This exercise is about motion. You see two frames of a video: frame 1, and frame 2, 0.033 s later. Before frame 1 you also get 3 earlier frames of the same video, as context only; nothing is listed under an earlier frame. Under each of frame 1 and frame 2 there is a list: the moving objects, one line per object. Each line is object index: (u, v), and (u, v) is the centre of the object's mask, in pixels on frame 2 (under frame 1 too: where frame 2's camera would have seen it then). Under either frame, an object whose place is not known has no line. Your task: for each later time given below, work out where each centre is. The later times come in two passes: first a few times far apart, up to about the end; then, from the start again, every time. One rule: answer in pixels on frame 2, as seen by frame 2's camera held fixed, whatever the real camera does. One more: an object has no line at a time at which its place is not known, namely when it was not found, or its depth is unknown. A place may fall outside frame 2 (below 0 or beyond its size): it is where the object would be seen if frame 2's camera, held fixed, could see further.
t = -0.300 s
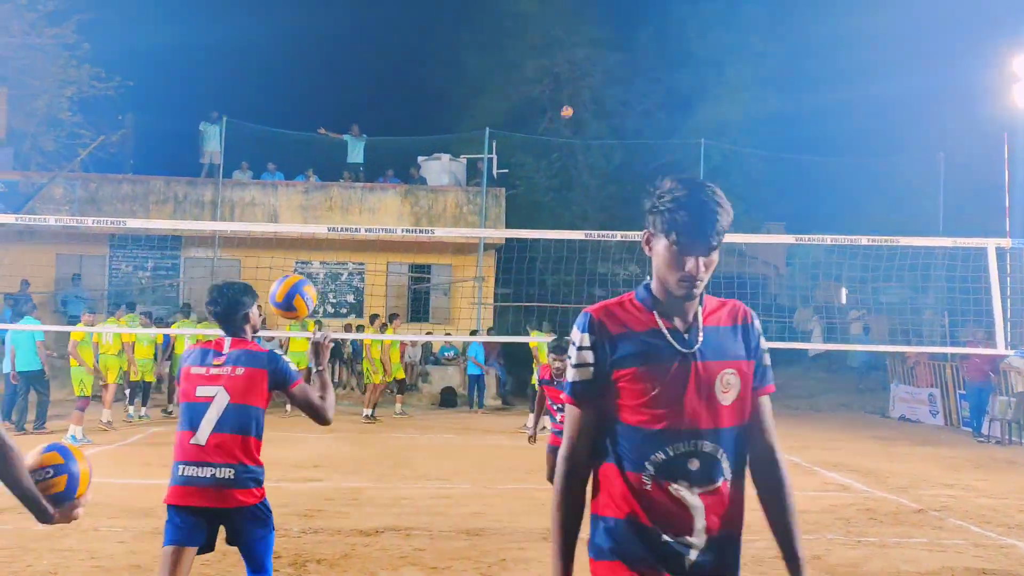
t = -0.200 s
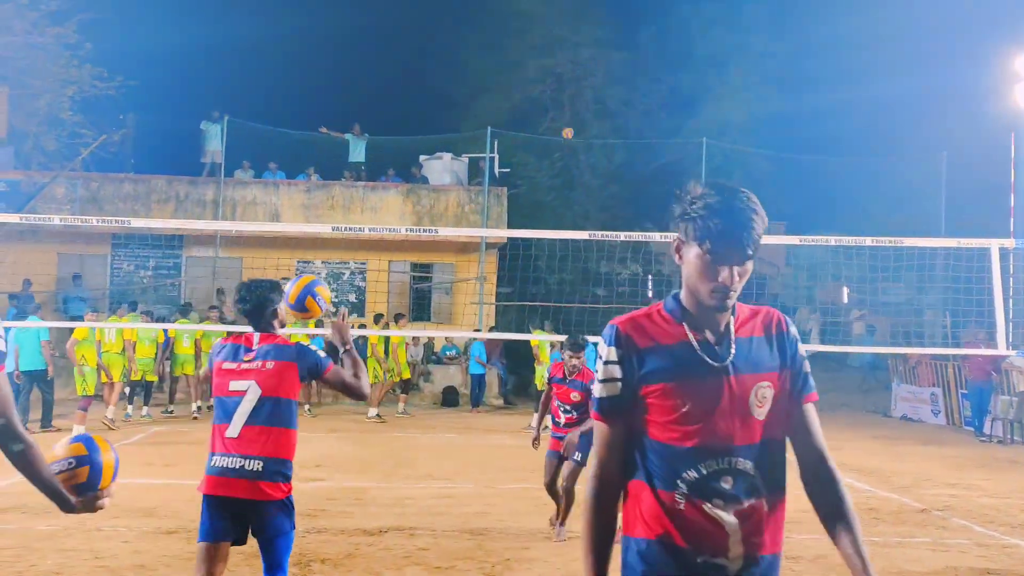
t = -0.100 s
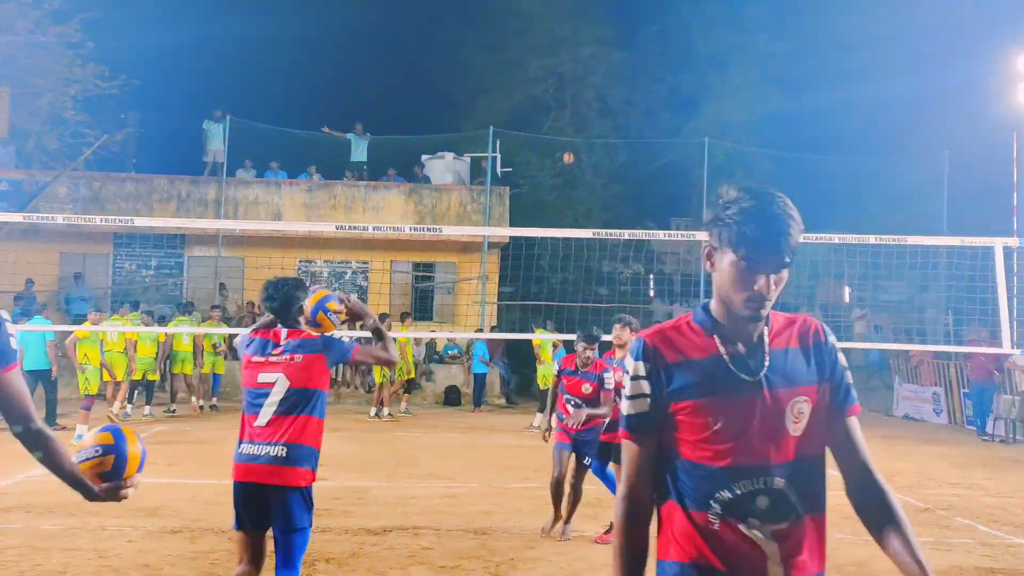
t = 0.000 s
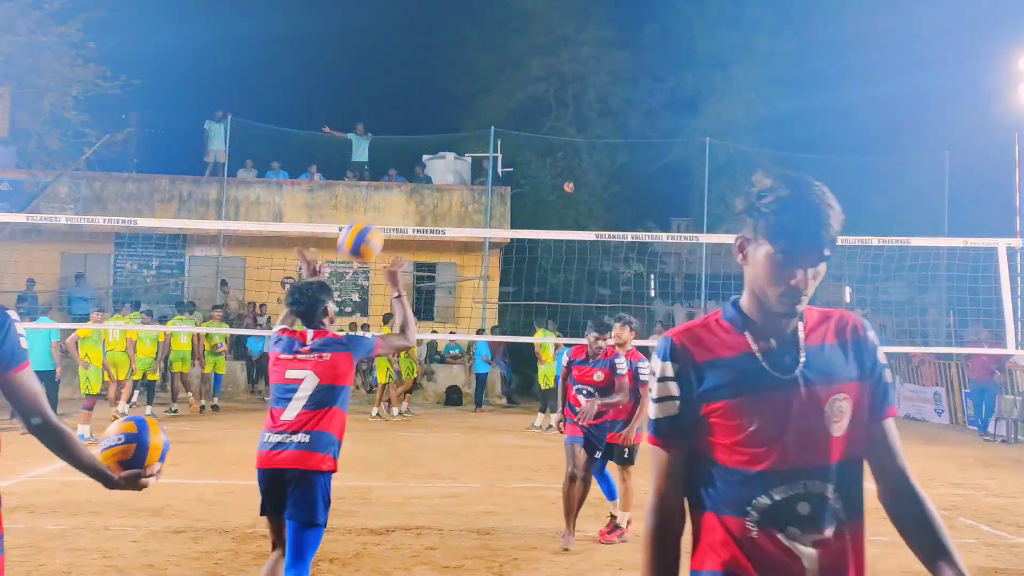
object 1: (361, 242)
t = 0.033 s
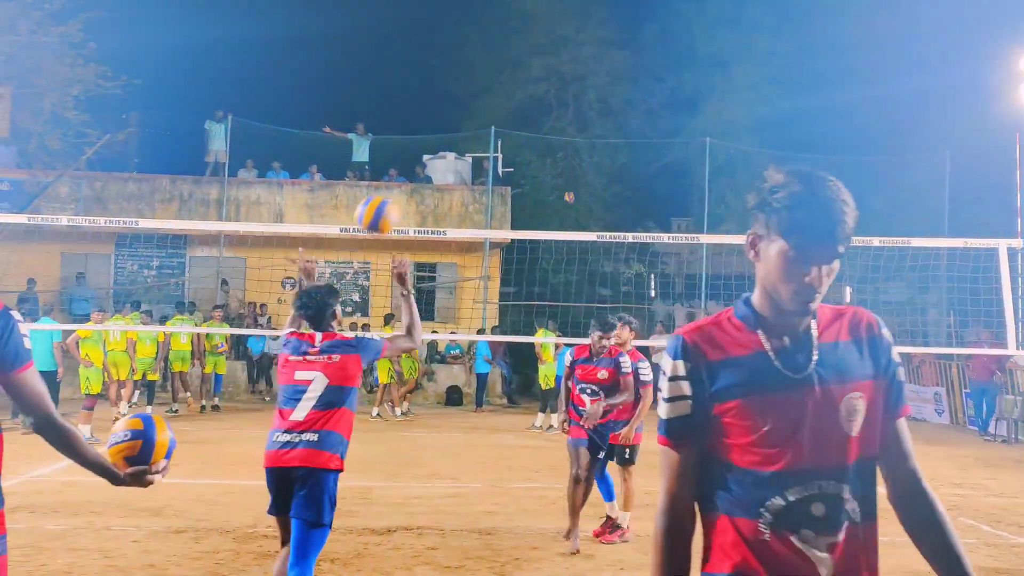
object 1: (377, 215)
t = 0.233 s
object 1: (457, 121)
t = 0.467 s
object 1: (525, 110)
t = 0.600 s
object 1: (555, 138)
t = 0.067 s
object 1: (392, 191)
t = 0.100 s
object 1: (406, 172)
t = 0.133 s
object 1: (419, 156)
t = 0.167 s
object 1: (432, 142)
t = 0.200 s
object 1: (445, 130)
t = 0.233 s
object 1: (457, 121)
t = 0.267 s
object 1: (468, 114)
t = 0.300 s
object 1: (479, 109)
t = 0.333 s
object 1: (489, 106)
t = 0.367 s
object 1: (498, 104)
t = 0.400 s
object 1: (508, 105)
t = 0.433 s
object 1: (517, 107)
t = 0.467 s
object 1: (525, 110)
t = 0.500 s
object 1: (533, 115)
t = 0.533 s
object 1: (541, 121)
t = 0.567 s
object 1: (548, 129)
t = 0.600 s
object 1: (555, 138)
